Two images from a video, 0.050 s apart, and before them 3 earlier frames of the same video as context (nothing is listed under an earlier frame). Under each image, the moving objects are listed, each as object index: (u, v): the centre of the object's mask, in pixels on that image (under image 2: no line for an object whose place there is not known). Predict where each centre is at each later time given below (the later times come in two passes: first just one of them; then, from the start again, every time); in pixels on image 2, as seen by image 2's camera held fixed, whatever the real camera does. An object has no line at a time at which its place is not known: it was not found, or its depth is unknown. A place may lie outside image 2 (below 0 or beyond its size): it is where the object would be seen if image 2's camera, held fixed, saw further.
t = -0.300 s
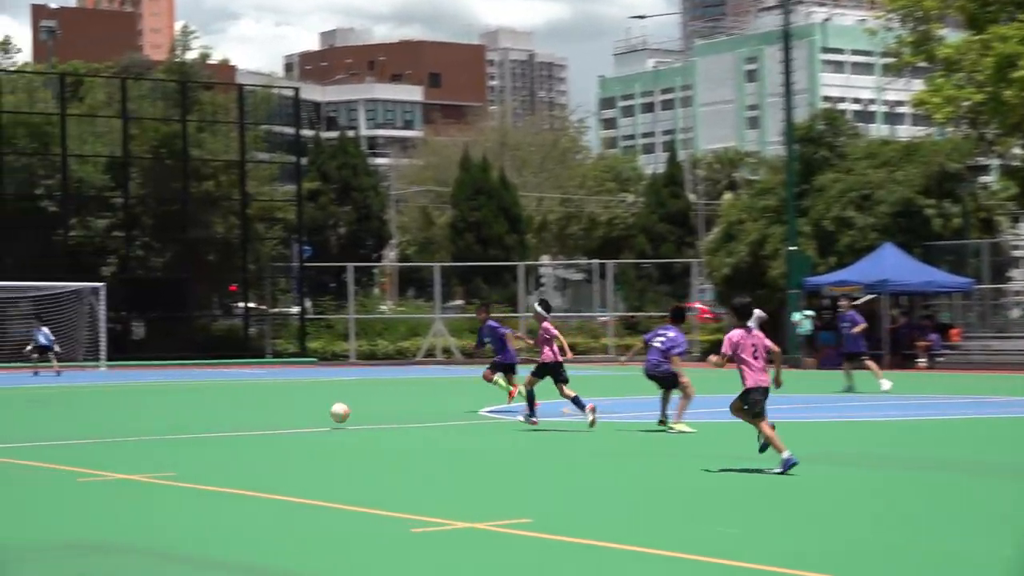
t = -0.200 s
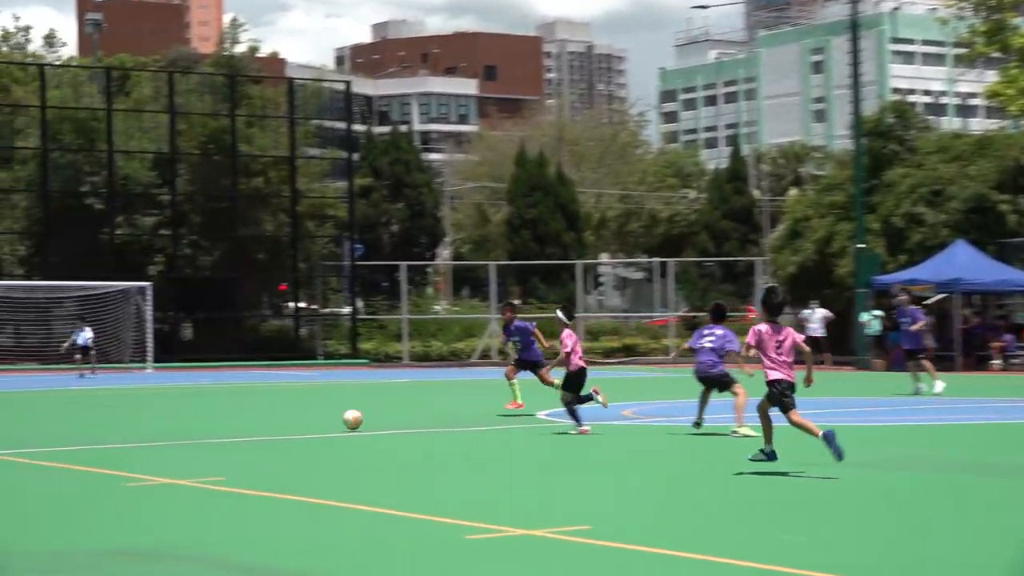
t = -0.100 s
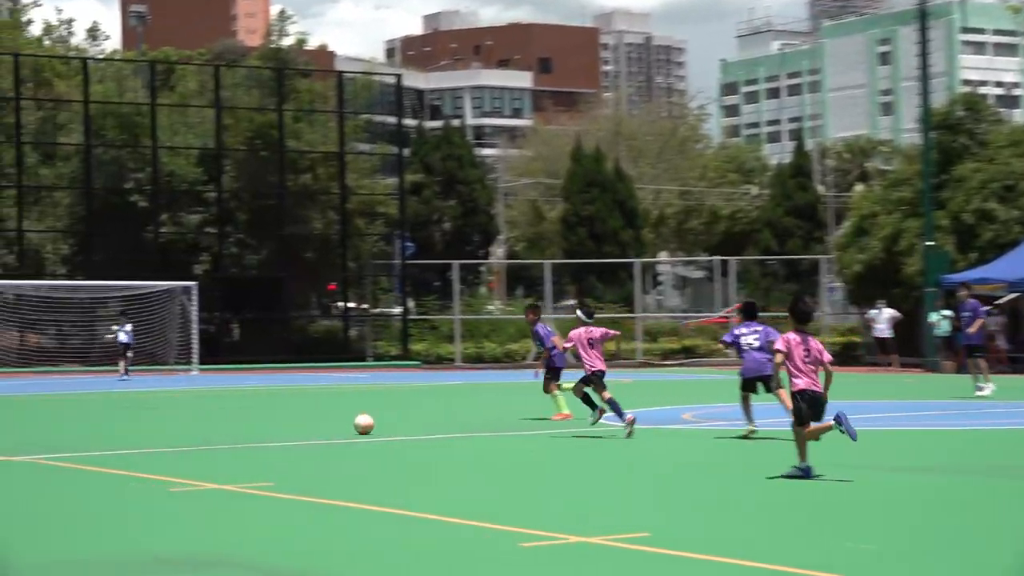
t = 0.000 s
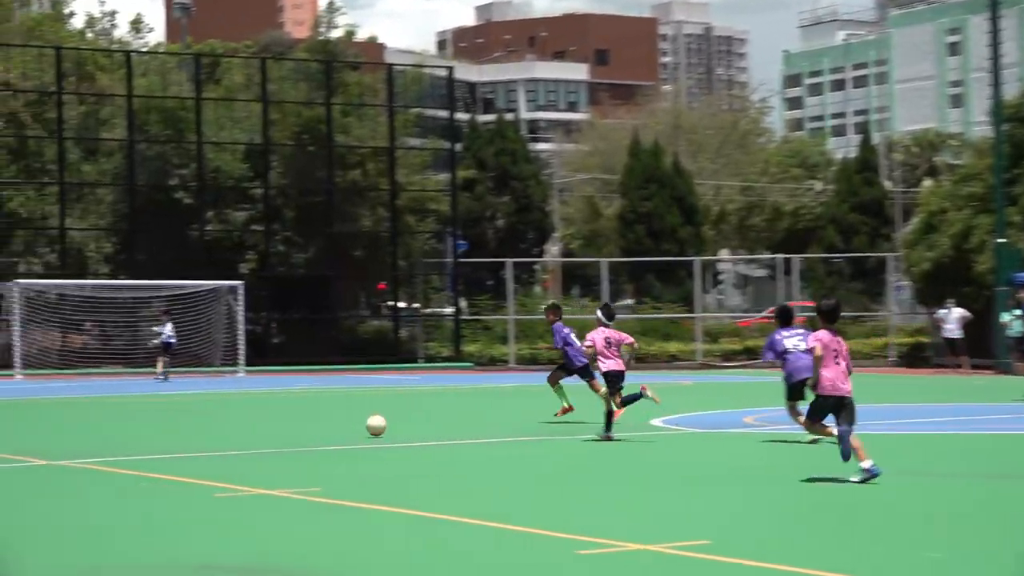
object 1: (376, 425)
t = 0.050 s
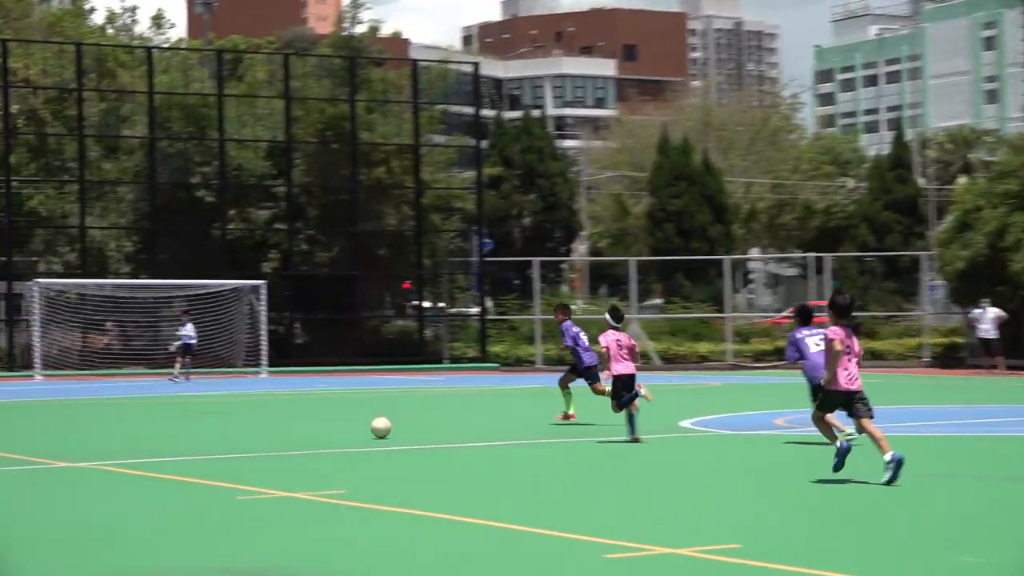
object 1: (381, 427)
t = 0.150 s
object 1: (346, 417)
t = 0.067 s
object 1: (375, 425)
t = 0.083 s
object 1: (369, 423)
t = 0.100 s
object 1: (363, 421)
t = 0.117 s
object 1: (358, 419)
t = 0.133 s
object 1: (352, 418)
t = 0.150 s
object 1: (346, 417)
